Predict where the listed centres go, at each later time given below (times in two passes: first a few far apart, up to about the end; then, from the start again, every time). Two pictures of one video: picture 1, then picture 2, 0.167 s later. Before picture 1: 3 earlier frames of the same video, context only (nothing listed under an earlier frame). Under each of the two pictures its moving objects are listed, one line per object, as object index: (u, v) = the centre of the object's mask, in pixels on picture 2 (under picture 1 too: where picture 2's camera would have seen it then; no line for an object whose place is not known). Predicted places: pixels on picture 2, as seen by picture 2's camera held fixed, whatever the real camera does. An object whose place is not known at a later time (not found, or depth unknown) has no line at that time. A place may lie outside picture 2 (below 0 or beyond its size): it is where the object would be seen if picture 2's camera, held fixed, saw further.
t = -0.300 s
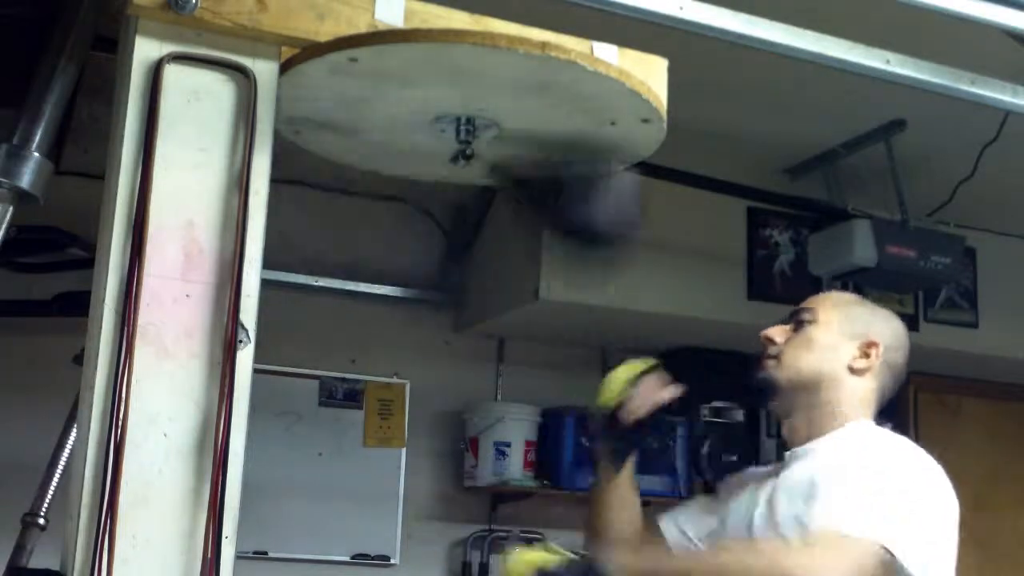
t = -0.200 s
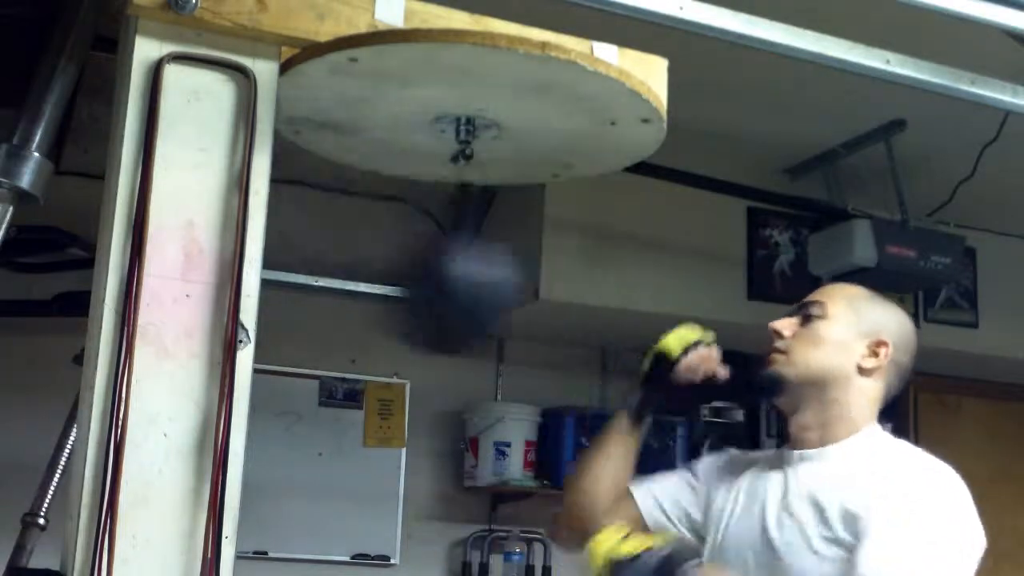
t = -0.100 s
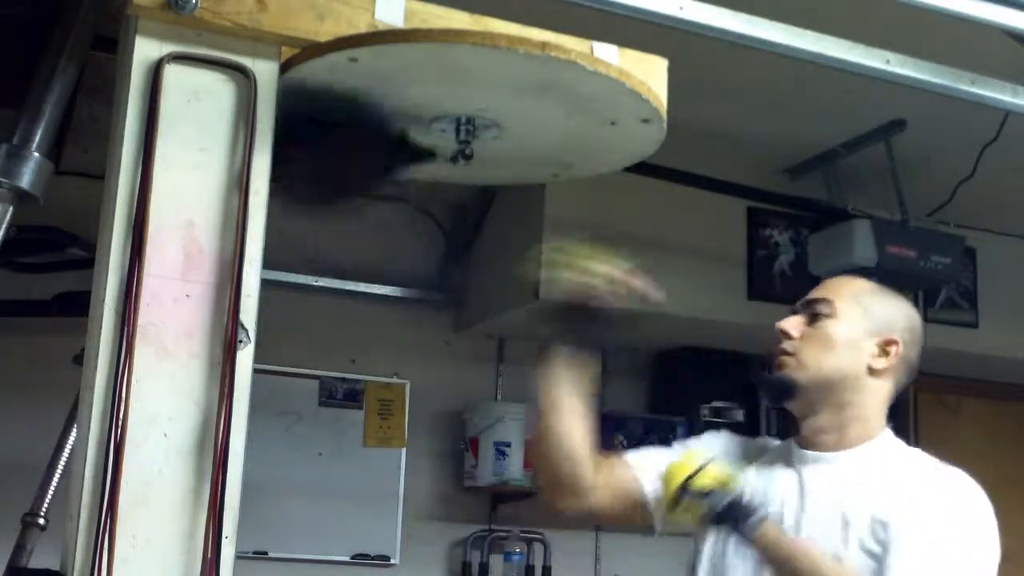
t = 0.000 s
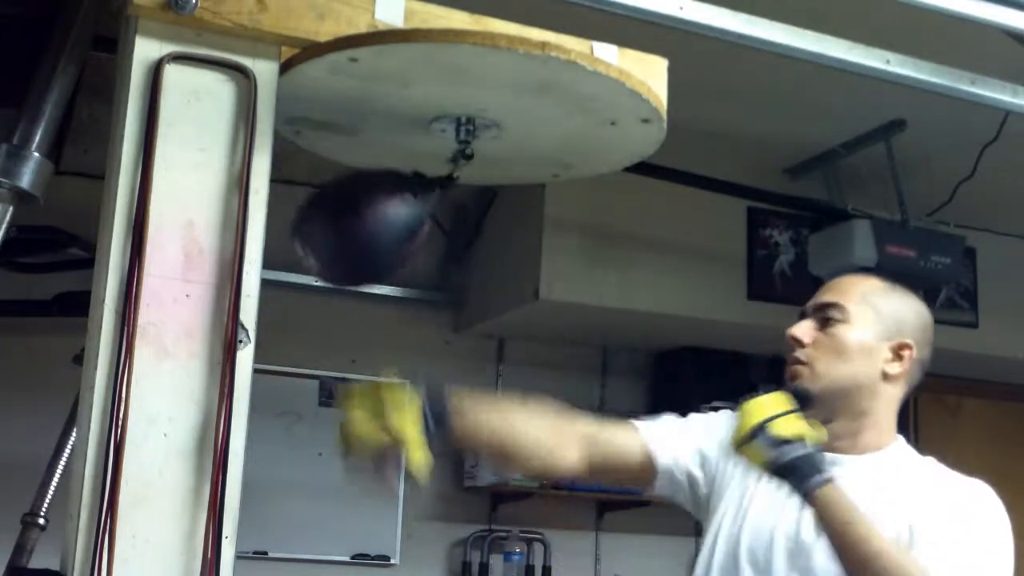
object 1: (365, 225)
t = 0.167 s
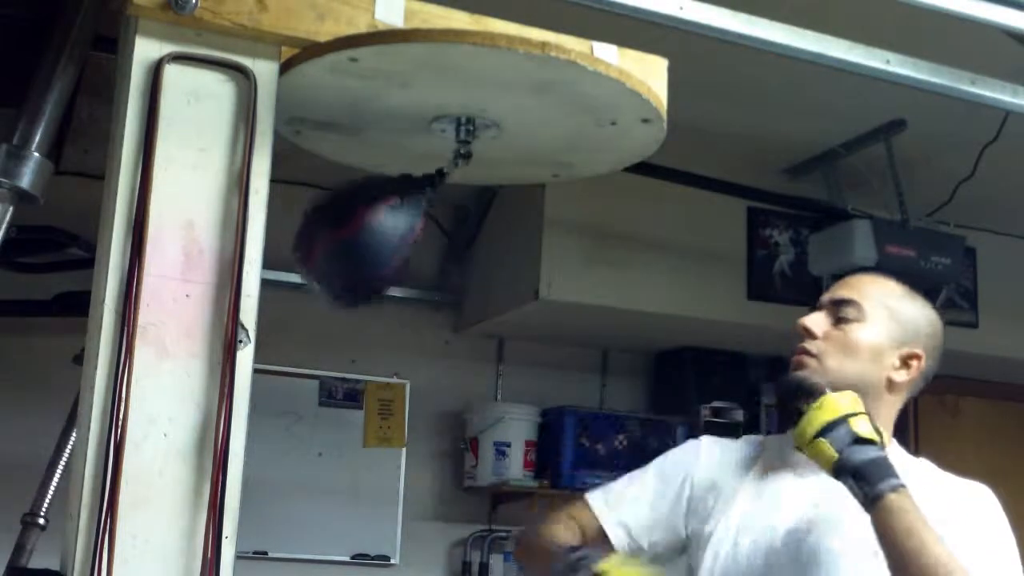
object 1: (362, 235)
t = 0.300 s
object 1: (439, 281)
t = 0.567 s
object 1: (559, 248)
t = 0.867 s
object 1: (424, 274)
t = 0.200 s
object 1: (376, 248)
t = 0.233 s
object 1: (394, 262)
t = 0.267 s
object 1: (416, 274)
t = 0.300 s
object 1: (439, 281)
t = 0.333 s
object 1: (464, 285)
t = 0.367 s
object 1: (488, 285)
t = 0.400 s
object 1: (506, 278)
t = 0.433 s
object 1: (528, 271)
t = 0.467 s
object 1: (542, 262)
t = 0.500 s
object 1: (550, 254)
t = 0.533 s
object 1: (556, 250)
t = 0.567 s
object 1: (559, 248)
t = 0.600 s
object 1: (559, 249)
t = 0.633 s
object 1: (554, 253)
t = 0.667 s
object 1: (546, 260)
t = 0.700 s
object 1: (531, 266)
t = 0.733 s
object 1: (513, 274)
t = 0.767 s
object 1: (491, 276)
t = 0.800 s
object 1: (467, 278)
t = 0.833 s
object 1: (443, 279)
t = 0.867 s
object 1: (424, 274)
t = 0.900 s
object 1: (405, 267)
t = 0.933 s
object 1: (390, 258)
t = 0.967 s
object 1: (380, 251)
